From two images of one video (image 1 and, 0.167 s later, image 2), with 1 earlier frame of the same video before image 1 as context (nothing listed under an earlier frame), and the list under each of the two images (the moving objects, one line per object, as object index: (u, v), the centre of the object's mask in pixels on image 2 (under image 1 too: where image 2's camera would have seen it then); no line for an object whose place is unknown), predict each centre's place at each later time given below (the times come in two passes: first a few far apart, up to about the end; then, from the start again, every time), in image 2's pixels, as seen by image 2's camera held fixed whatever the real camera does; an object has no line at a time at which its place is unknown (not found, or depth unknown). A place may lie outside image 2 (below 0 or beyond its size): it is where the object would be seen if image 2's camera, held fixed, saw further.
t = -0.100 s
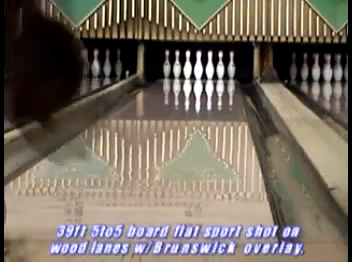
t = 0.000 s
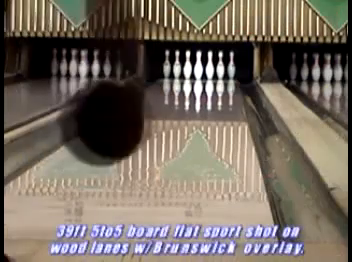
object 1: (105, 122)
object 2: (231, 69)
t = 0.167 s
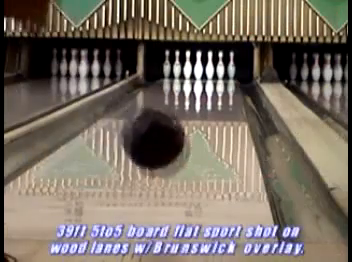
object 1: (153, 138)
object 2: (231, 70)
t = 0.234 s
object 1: (167, 162)
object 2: (231, 70)
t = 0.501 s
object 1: (206, 136)
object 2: (231, 70)
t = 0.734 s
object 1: (224, 117)
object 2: (231, 70)
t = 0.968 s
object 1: (234, 103)
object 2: (231, 68)
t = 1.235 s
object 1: (239, 93)
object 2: (231, 69)
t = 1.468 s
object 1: (240, 86)
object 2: (231, 66)
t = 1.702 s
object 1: (239, 82)
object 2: (231, 62)
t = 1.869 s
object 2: (231, 62)
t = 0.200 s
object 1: (160, 150)
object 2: (231, 70)
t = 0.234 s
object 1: (167, 162)
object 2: (231, 70)
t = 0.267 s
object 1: (173, 166)
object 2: (231, 70)
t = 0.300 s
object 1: (179, 156)
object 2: (231, 70)
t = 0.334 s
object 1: (185, 149)
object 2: (231, 70)
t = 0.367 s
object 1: (190, 146)
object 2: (231, 70)
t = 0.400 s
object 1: (194, 145)
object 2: (231, 70)
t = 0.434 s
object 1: (198, 142)
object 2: (231, 70)
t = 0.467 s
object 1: (202, 139)
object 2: (231, 70)
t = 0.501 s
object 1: (206, 136)
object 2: (231, 70)
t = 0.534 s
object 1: (209, 133)
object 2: (231, 70)
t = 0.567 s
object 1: (212, 129)
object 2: (231, 70)
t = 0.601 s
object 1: (215, 127)
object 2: (231, 70)
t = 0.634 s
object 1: (217, 124)
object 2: (231, 70)
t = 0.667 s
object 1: (220, 121)
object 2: (231, 70)
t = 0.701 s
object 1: (222, 119)
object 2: (231, 70)
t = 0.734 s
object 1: (224, 117)
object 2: (231, 70)
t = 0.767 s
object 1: (226, 114)
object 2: (231, 70)
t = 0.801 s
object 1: (228, 112)
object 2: (231, 70)
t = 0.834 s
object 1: (229, 111)
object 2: (231, 70)
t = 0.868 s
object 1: (230, 109)
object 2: (231, 68)
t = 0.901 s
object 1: (232, 108)
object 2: (231, 68)
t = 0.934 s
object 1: (234, 104)
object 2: (231, 68)
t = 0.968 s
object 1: (234, 103)
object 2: (231, 68)
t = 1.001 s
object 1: (235, 101)
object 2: (231, 70)
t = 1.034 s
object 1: (236, 100)
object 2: (231, 70)
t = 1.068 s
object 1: (237, 99)
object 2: (231, 70)
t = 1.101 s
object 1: (237, 98)
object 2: (231, 68)
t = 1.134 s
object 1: (238, 96)
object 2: (231, 68)
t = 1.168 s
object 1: (238, 95)
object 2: (231, 68)
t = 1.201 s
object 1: (239, 94)
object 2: (231, 69)
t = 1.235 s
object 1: (239, 93)
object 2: (231, 69)
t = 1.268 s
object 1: (239, 91)
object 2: (231, 68)
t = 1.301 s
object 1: (239, 90)
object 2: (231, 67)
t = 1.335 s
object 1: (240, 89)
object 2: (231, 67)
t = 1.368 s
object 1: (240, 89)
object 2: (231, 67)
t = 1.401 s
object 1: (239, 88)
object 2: (231, 67)
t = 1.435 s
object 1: (239, 87)
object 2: (231, 66)
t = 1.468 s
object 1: (240, 86)
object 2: (231, 66)
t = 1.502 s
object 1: (240, 85)
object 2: (231, 66)
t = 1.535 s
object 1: (240, 85)
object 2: (231, 65)
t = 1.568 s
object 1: (240, 85)
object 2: (231, 65)
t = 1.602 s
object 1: (240, 84)
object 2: (231, 65)
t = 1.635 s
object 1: (239, 83)
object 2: (231, 64)
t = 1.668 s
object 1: (239, 83)
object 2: (231, 63)
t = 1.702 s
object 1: (239, 82)
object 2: (231, 62)
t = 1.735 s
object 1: (238, 82)
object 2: (231, 62)
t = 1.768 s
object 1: (238, 81)
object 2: (231, 62)
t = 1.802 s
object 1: (238, 80)
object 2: (231, 62)
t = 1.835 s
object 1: (237, 80)
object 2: (231, 62)
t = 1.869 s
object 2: (231, 62)
